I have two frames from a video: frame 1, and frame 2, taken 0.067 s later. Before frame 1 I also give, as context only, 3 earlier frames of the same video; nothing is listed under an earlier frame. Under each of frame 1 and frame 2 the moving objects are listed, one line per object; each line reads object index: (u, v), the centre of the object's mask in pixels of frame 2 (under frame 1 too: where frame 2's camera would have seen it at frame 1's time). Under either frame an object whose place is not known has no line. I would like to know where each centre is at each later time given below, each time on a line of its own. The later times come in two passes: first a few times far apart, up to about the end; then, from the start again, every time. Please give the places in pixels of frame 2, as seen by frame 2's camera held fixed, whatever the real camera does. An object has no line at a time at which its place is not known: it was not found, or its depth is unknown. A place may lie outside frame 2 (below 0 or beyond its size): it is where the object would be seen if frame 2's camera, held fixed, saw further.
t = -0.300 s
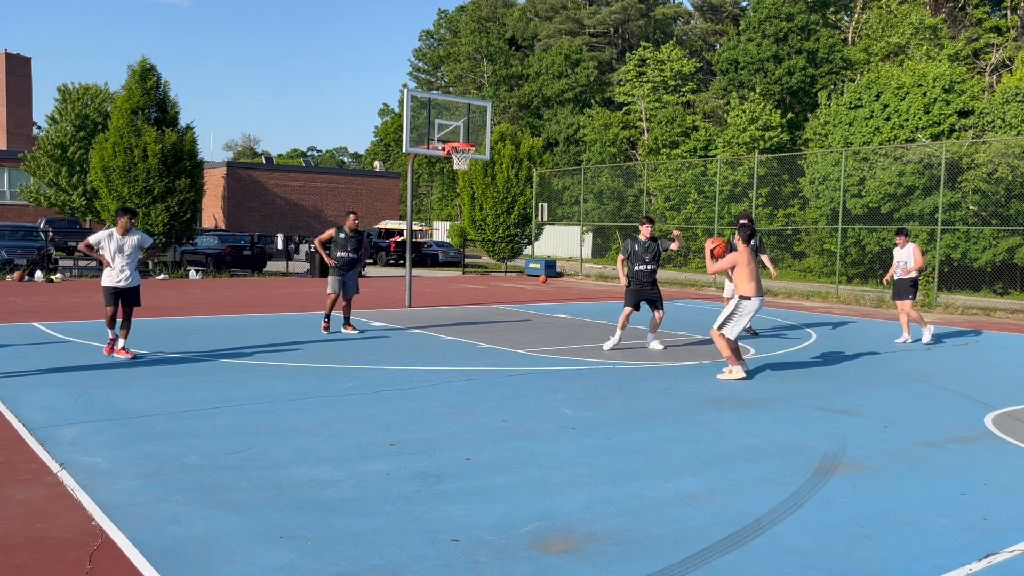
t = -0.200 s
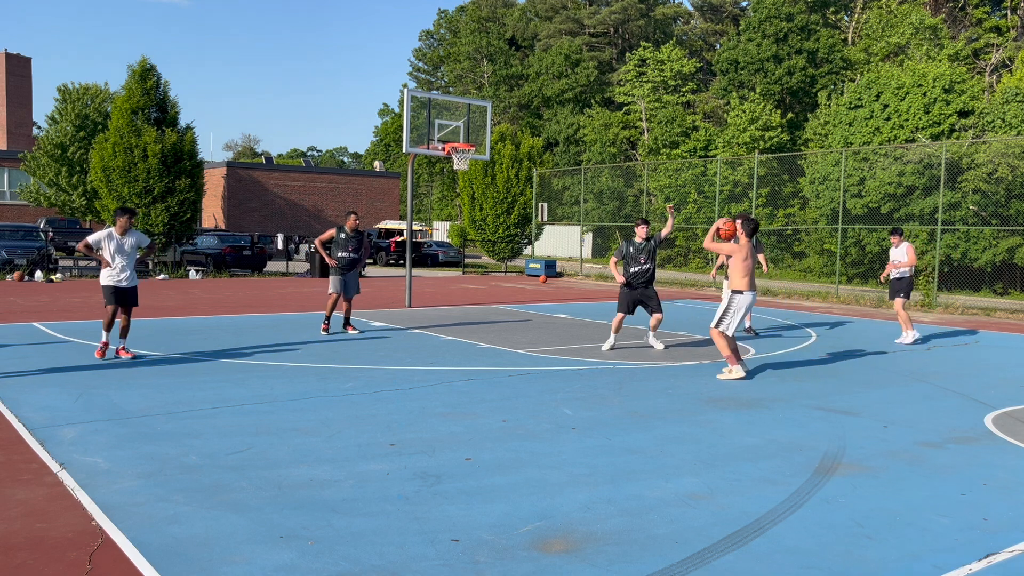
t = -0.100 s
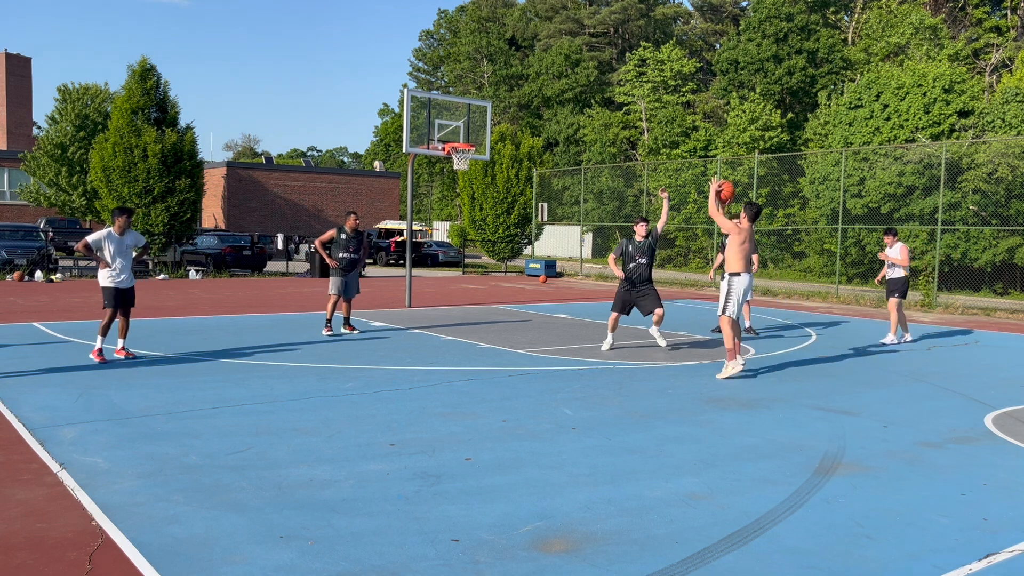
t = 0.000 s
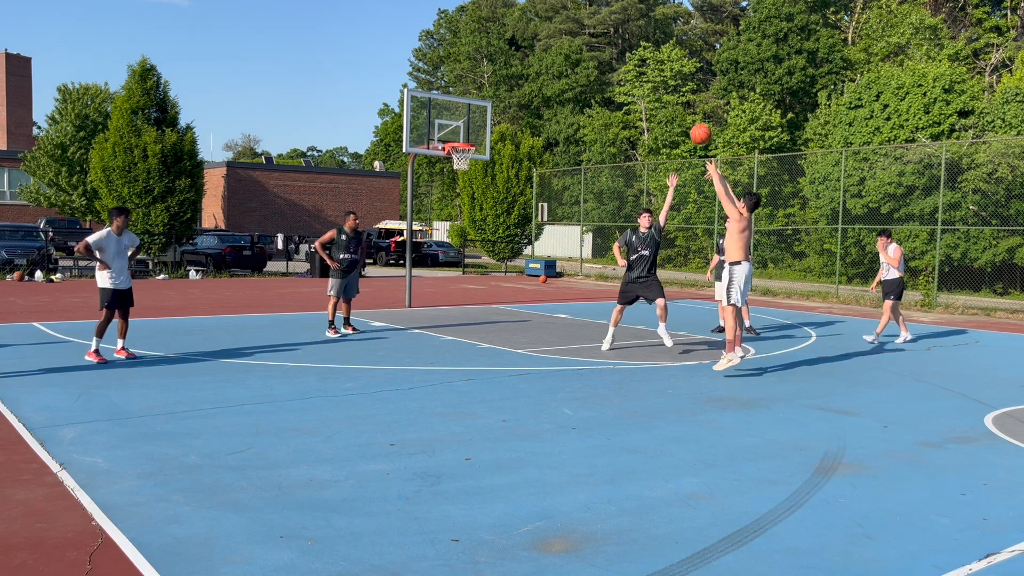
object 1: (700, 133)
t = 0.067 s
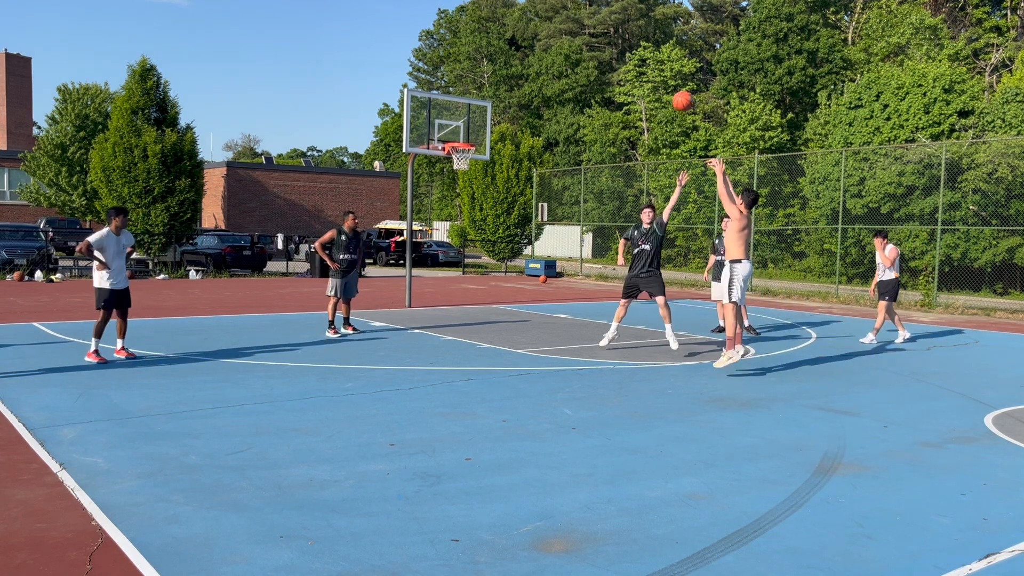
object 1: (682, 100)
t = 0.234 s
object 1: (641, 41)
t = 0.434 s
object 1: (599, 8)
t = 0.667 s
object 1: (556, 9)
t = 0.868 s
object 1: (524, 38)
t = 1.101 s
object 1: (492, 96)
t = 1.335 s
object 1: (472, 172)
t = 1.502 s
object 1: (481, 233)
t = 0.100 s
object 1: (673, 86)
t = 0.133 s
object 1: (665, 72)
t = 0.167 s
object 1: (657, 61)
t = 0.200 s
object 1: (649, 50)
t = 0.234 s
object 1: (641, 41)
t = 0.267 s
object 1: (634, 33)
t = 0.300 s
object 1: (626, 26)
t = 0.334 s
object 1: (619, 19)
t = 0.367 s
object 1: (612, 15)
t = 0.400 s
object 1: (606, 11)
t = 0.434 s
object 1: (599, 8)
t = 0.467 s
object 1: (592, 7)
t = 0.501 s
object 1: (586, 6)
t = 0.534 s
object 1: (580, 5)
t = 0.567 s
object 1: (573, 5)
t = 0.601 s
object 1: (567, 6)
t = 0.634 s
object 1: (561, 7)
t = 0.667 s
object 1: (556, 9)
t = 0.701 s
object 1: (550, 12)
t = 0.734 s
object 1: (545, 16)
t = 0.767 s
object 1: (540, 21)
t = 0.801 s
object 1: (534, 26)
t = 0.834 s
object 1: (530, 32)
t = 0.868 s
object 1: (524, 38)
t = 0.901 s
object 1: (519, 44)
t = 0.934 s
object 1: (515, 52)
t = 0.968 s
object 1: (510, 60)
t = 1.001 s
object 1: (505, 68)
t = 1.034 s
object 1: (501, 77)
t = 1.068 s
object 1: (497, 86)
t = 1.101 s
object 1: (492, 96)
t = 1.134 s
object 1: (488, 106)
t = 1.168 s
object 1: (484, 117)
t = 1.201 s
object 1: (480, 127)
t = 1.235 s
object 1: (476, 139)
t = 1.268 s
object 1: (475, 152)
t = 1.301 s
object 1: (473, 161)
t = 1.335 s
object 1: (472, 172)
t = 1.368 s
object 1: (474, 183)
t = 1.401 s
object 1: (475, 194)
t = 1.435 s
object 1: (477, 207)
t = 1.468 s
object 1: (479, 219)
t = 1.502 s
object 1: (481, 233)
